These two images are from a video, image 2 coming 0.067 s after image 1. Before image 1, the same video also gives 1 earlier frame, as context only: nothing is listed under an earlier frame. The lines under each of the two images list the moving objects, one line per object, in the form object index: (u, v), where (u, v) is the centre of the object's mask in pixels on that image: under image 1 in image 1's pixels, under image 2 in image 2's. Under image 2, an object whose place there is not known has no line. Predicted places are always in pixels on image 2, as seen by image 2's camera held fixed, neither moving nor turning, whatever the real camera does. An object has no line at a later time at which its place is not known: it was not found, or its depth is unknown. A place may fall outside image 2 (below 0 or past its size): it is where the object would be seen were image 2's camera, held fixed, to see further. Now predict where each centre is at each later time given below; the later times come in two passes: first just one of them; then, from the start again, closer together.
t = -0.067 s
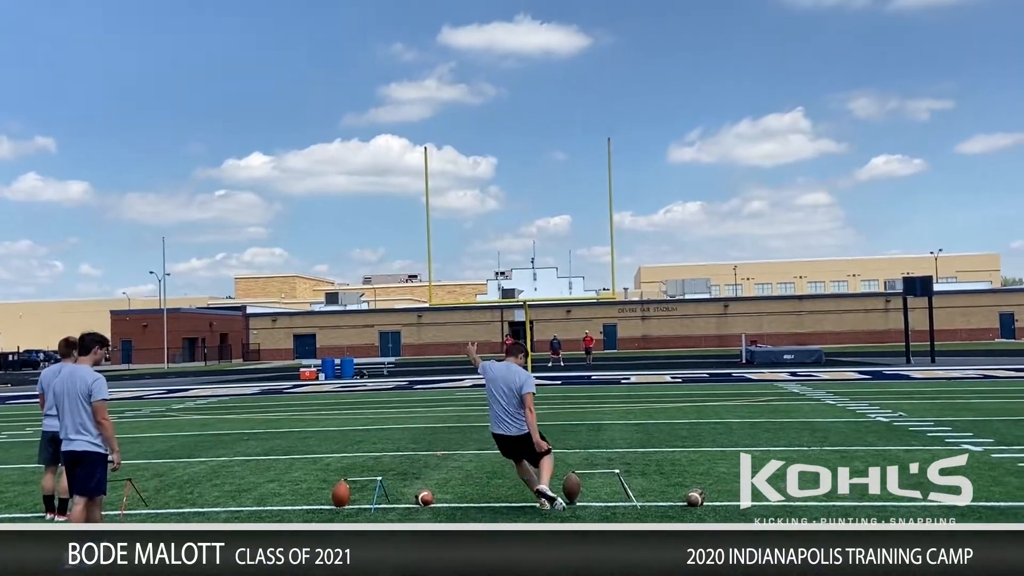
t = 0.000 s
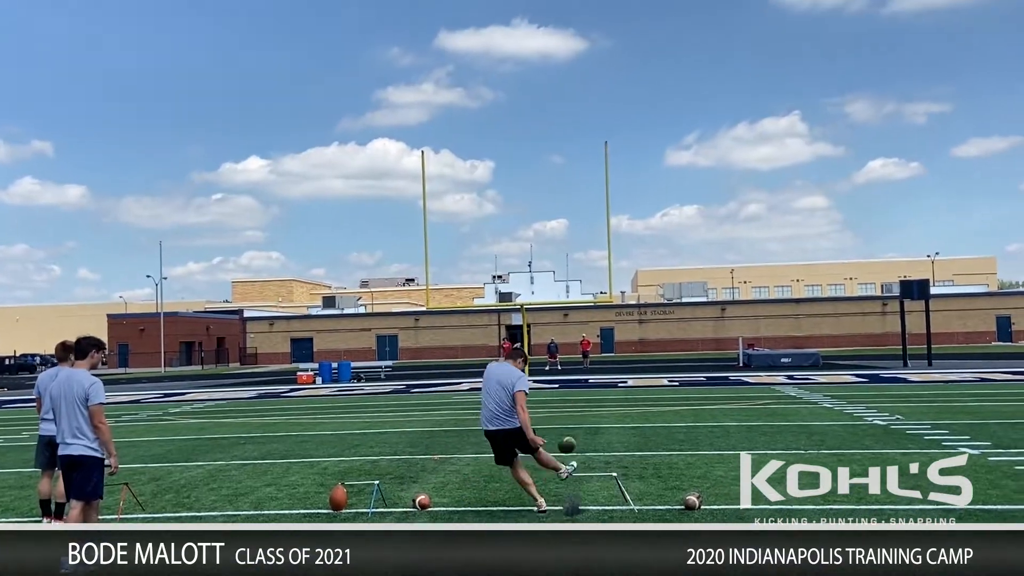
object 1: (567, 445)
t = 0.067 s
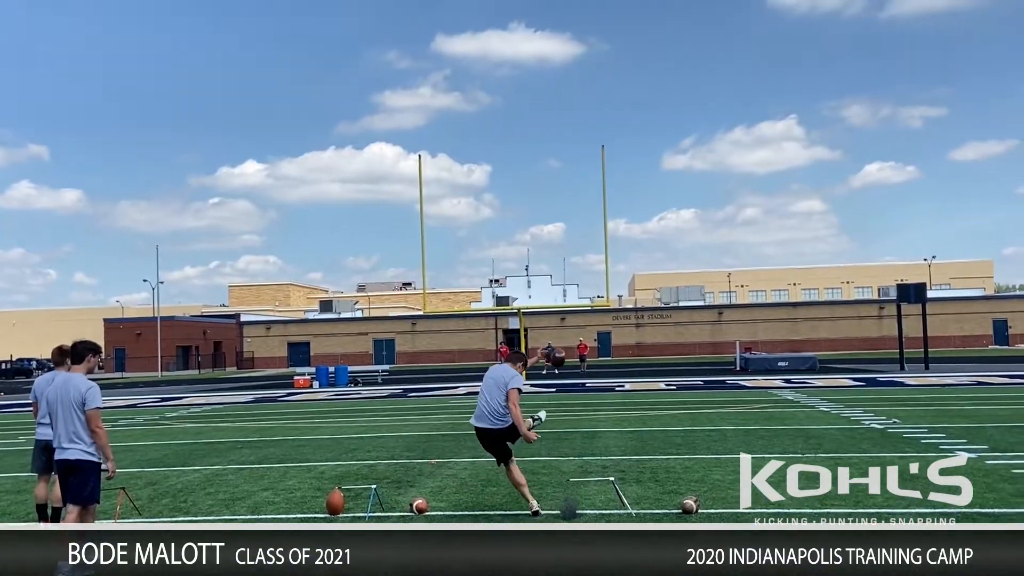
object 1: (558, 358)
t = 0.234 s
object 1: (545, 218)
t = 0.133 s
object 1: (551, 291)
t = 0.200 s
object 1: (547, 240)
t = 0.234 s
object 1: (545, 218)
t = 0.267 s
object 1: (542, 199)
